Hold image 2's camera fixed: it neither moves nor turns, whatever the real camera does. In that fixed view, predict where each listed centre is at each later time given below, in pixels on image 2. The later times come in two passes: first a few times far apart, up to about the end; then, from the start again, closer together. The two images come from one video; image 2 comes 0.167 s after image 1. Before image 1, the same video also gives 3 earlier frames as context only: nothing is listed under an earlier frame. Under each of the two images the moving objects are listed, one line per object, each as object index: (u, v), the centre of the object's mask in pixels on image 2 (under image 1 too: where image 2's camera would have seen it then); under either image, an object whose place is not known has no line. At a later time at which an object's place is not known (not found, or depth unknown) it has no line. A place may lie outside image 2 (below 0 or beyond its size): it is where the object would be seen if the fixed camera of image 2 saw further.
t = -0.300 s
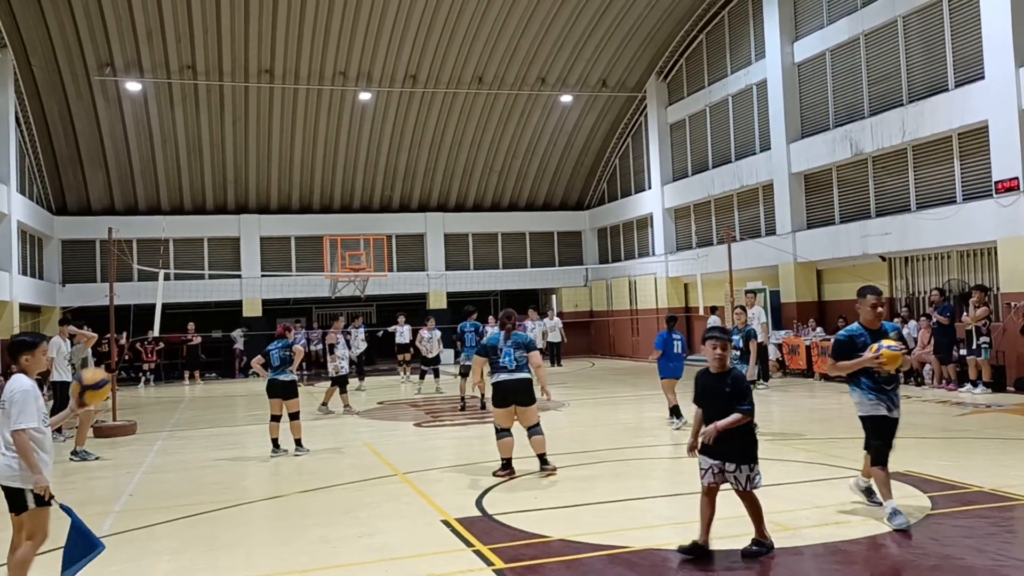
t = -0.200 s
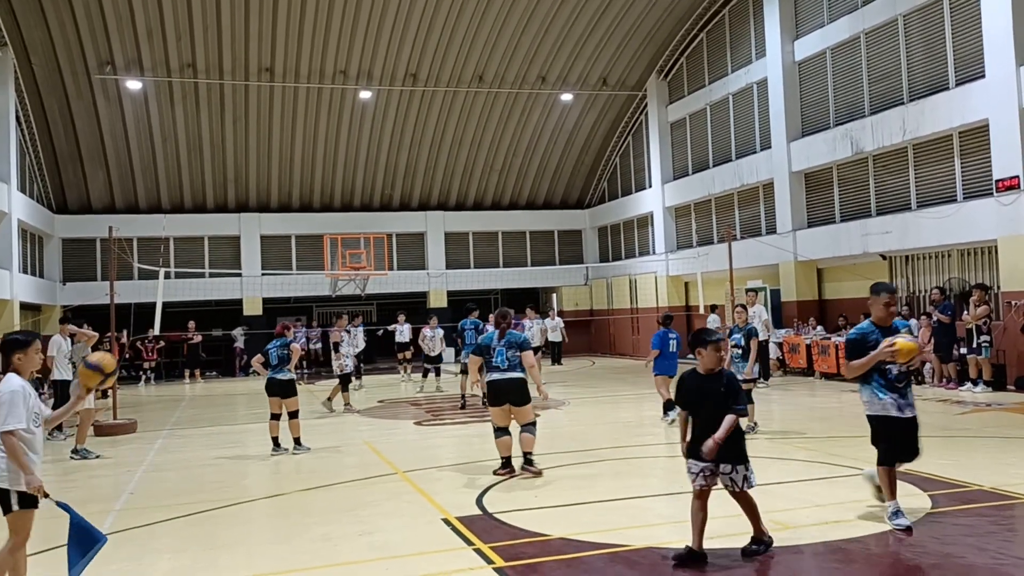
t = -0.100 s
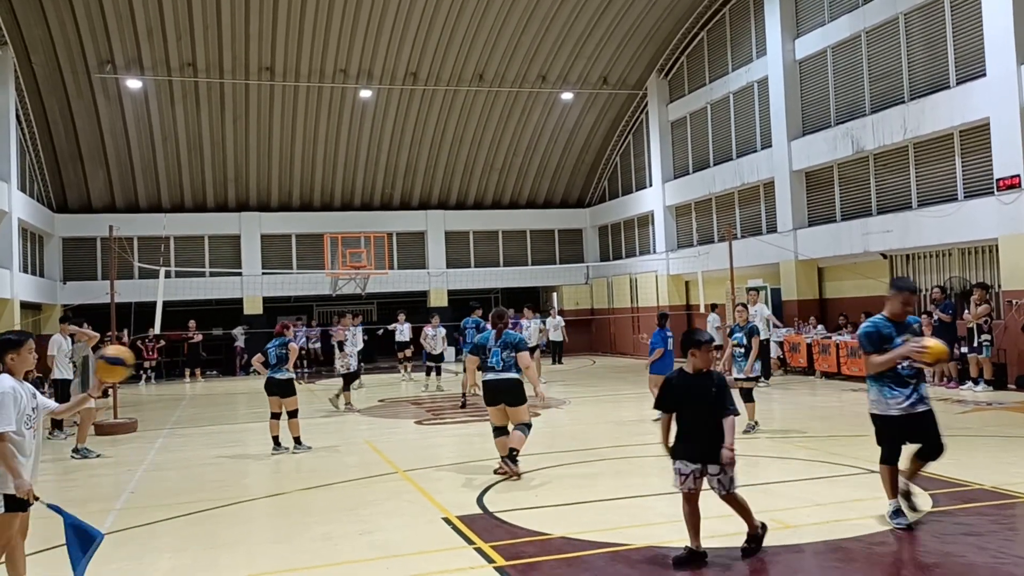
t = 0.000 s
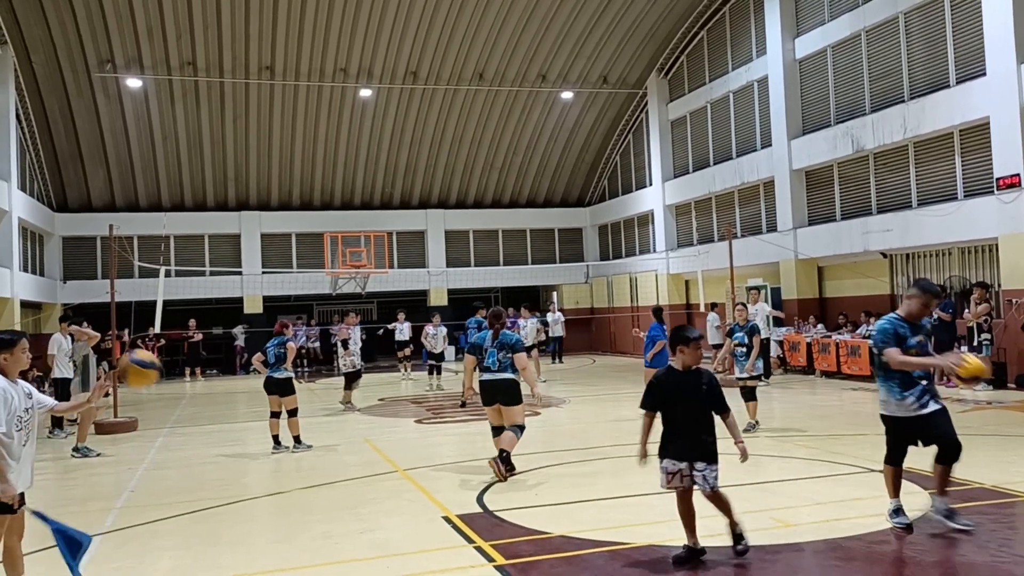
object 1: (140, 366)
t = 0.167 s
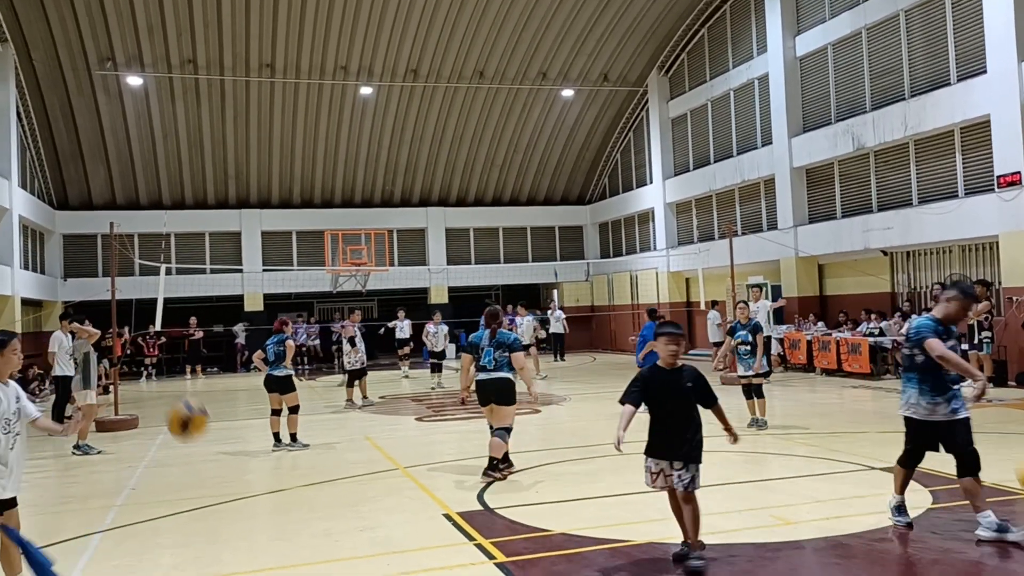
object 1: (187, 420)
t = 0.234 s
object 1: (207, 458)
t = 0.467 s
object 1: (277, 568)
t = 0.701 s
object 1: (312, 462)
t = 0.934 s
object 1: (354, 450)
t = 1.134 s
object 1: (395, 535)
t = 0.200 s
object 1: (198, 437)
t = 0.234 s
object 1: (207, 458)
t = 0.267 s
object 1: (218, 479)
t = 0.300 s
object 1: (229, 505)
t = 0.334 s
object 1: (240, 534)
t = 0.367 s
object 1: (251, 559)
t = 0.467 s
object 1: (277, 568)
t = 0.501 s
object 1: (283, 557)
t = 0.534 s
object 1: (287, 536)
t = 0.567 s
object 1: (291, 517)
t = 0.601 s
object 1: (295, 500)
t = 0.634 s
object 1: (300, 485)
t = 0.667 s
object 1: (306, 473)
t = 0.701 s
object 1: (312, 462)
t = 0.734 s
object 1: (318, 453)
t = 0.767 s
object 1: (323, 448)
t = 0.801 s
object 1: (330, 443)
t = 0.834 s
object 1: (335, 441)
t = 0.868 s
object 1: (342, 442)
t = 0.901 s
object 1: (348, 444)
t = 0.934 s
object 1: (354, 450)
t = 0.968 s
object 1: (360, 457)
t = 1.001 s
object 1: (367, 466)
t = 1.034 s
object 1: (374, 480)
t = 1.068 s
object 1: (381, 496)
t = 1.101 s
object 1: (388, 513)
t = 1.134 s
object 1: (395, 535)
